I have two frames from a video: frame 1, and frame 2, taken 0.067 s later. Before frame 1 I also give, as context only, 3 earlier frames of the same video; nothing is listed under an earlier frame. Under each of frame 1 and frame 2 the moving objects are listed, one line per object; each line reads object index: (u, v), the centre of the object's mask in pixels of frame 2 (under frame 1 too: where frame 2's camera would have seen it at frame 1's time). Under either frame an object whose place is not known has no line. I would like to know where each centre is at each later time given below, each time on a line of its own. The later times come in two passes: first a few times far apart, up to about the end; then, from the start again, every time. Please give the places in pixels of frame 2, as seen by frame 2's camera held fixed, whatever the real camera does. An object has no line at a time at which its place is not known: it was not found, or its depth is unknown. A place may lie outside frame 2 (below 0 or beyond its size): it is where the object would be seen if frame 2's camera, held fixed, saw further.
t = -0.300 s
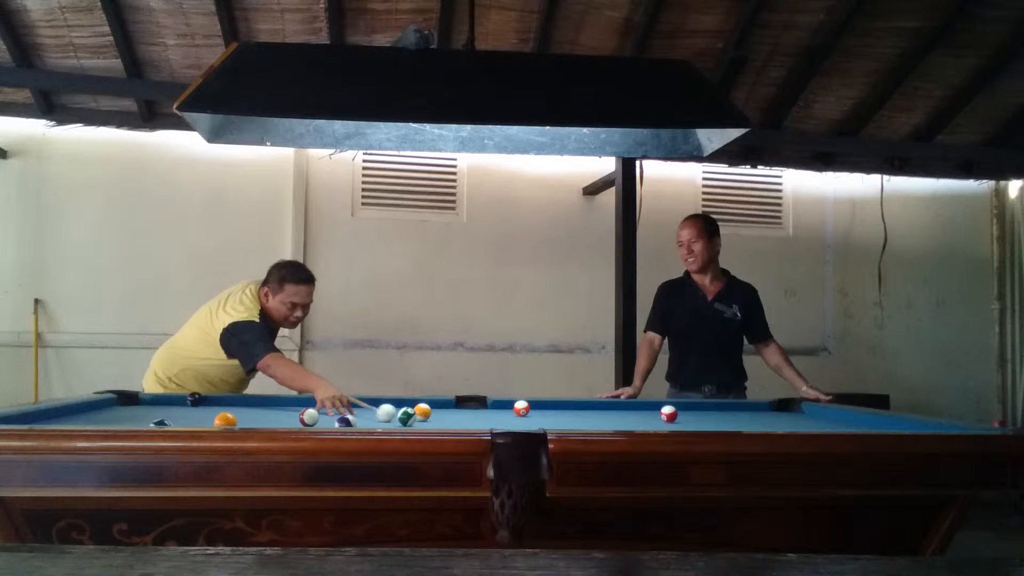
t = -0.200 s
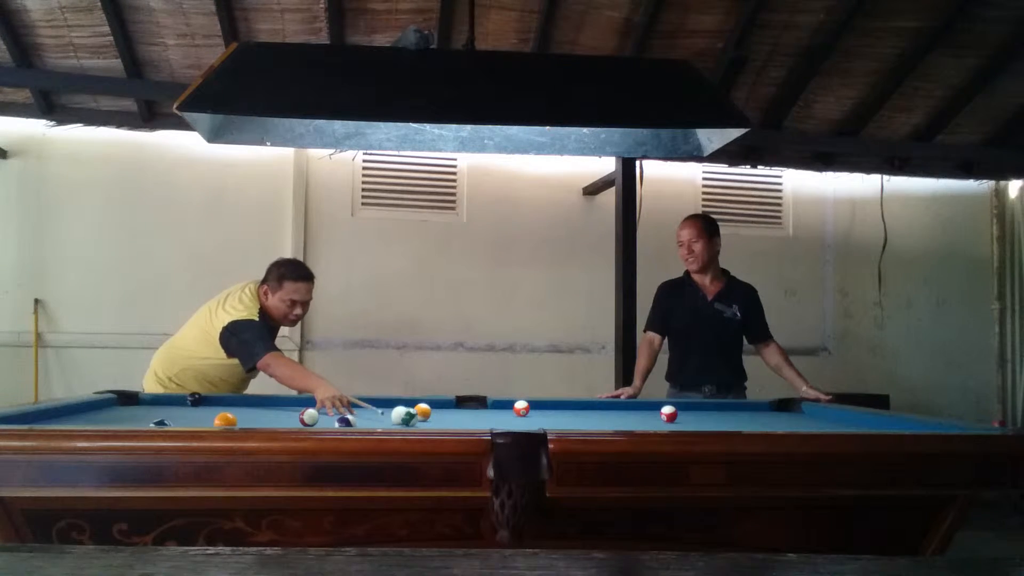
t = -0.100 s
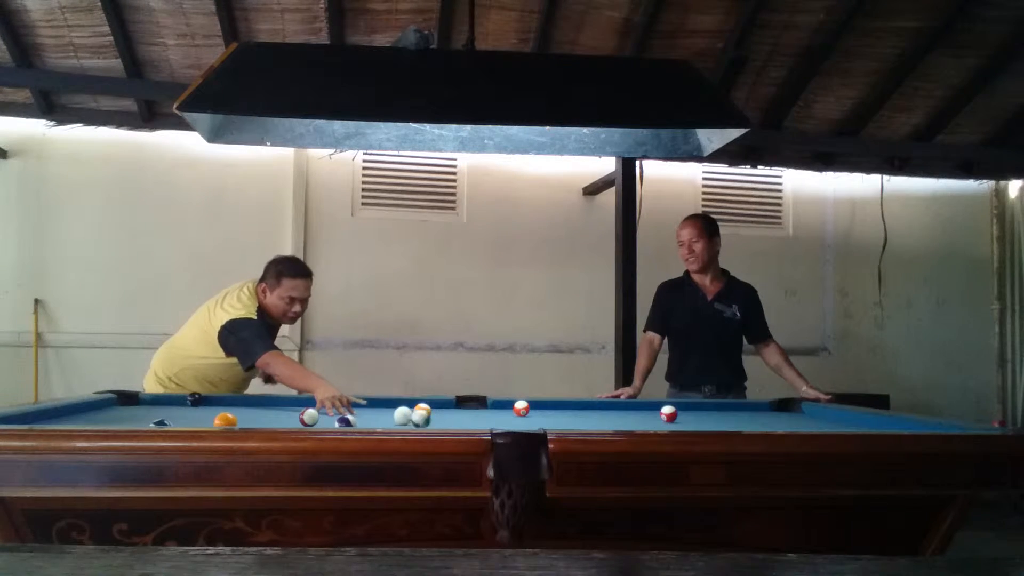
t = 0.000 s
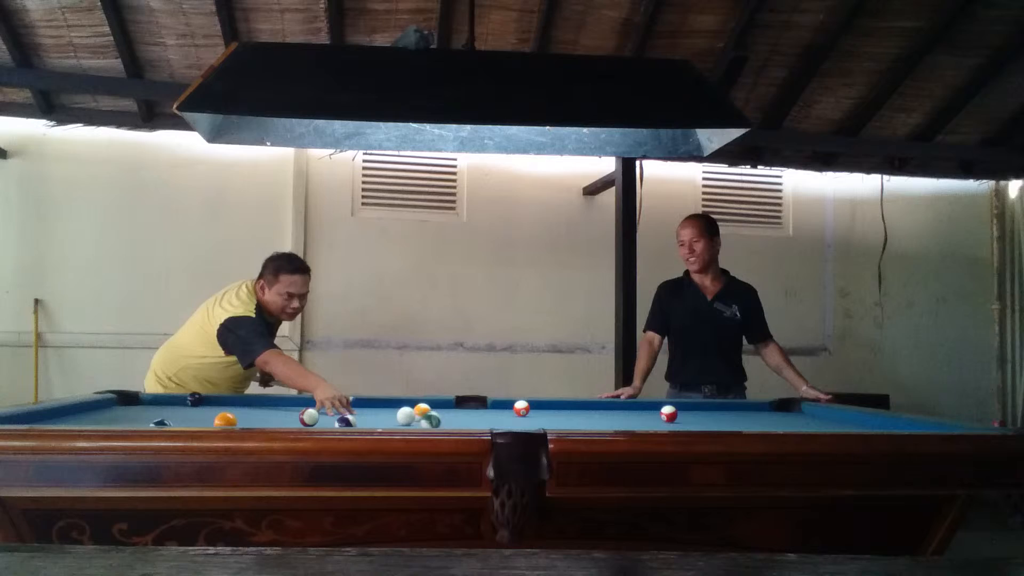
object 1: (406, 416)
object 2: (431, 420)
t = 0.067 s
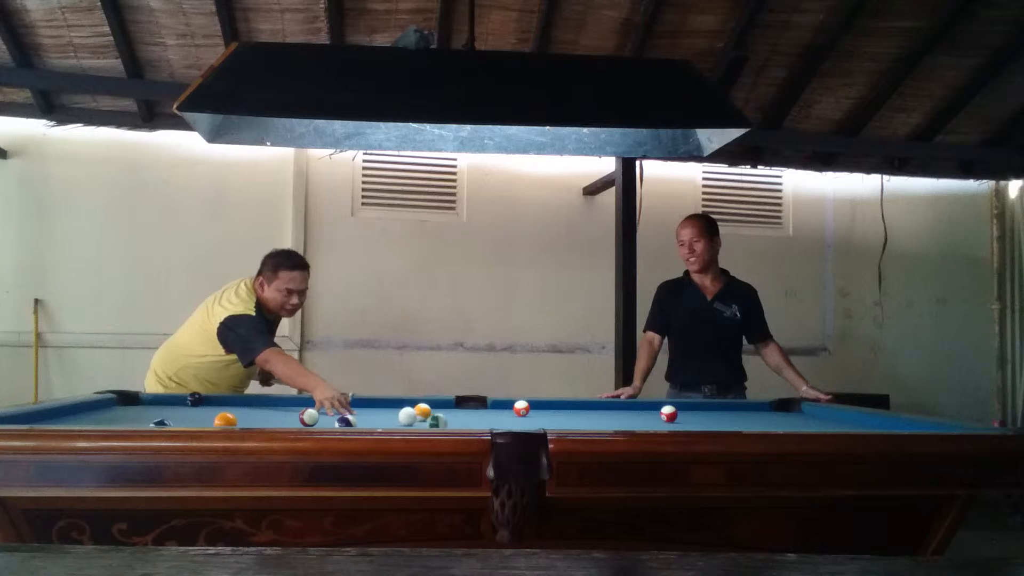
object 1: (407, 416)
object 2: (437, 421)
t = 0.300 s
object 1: (413, 417)
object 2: (462, 423)
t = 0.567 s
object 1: (419, 418)
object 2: (493, 426)
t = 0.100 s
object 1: (409, 417)
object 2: (440, 421)
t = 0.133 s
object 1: (409, 417)
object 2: (444, 421)
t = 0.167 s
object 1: (410, 417)
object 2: (447, 421)
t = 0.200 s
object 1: (411, 417)
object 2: (452, 422)
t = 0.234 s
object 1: (411, 417)
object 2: (455, 423)
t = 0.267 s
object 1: (412, 417)
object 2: (458, 423)
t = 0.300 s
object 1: (413, 417)
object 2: (462, 423)
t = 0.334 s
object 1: (414, 417)
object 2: (467, 423)
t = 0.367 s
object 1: (415, 417)
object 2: (470, 424)
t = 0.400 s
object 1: (416, 418)
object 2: (473, 424)
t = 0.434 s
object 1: (416, 418)
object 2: (477, 424)
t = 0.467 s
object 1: (417, 418)
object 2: (482, 425)
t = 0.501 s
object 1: (417, 418)
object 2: (486, 425)
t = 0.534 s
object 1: (418, 418)
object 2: (491, 426)
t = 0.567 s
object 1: (419, 418)
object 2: (493, 426)
